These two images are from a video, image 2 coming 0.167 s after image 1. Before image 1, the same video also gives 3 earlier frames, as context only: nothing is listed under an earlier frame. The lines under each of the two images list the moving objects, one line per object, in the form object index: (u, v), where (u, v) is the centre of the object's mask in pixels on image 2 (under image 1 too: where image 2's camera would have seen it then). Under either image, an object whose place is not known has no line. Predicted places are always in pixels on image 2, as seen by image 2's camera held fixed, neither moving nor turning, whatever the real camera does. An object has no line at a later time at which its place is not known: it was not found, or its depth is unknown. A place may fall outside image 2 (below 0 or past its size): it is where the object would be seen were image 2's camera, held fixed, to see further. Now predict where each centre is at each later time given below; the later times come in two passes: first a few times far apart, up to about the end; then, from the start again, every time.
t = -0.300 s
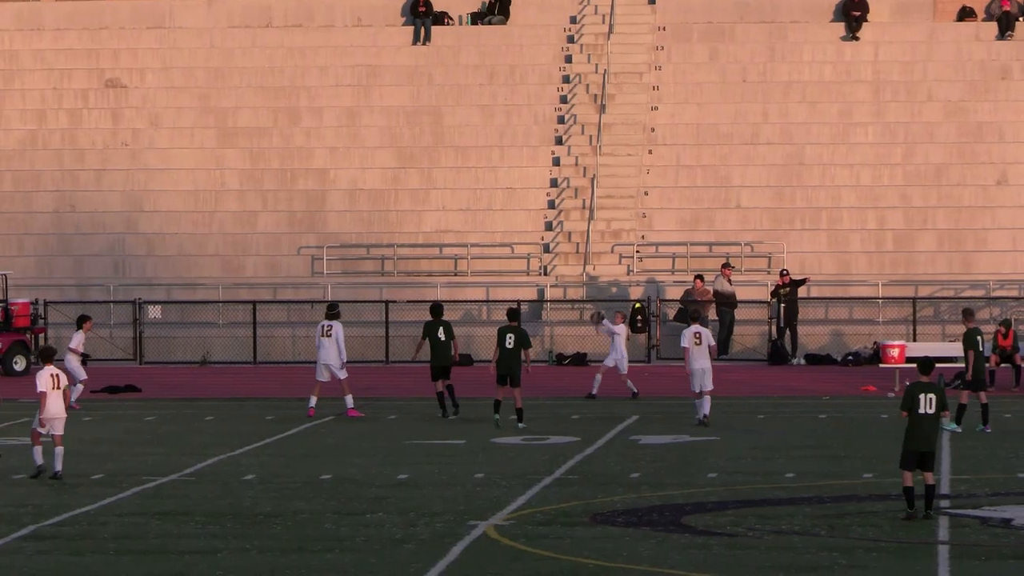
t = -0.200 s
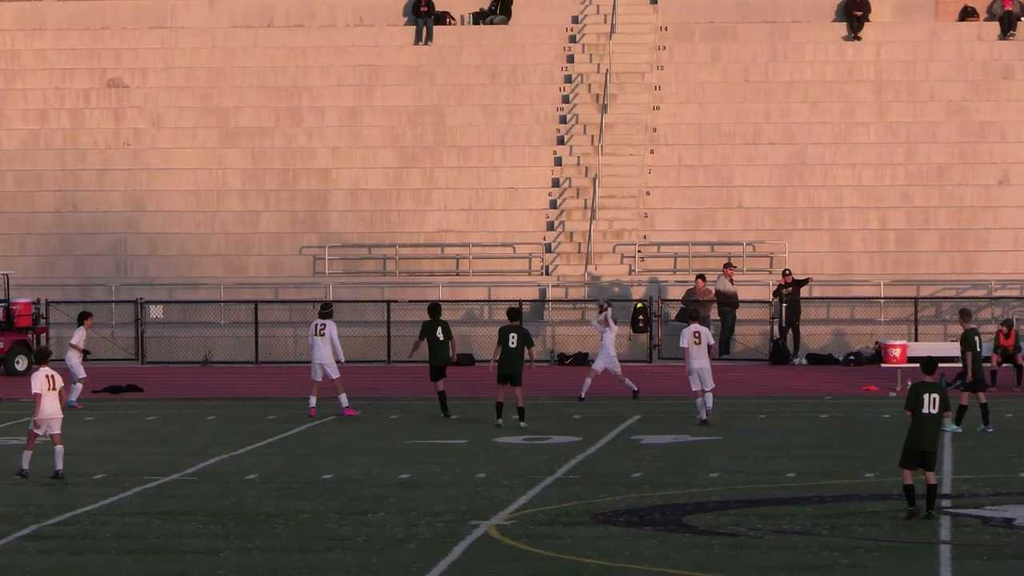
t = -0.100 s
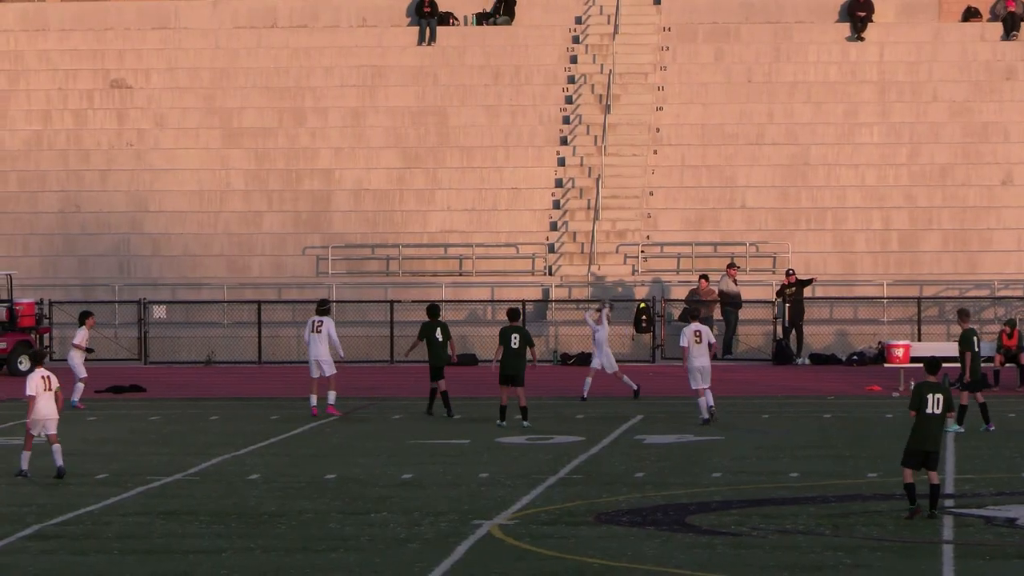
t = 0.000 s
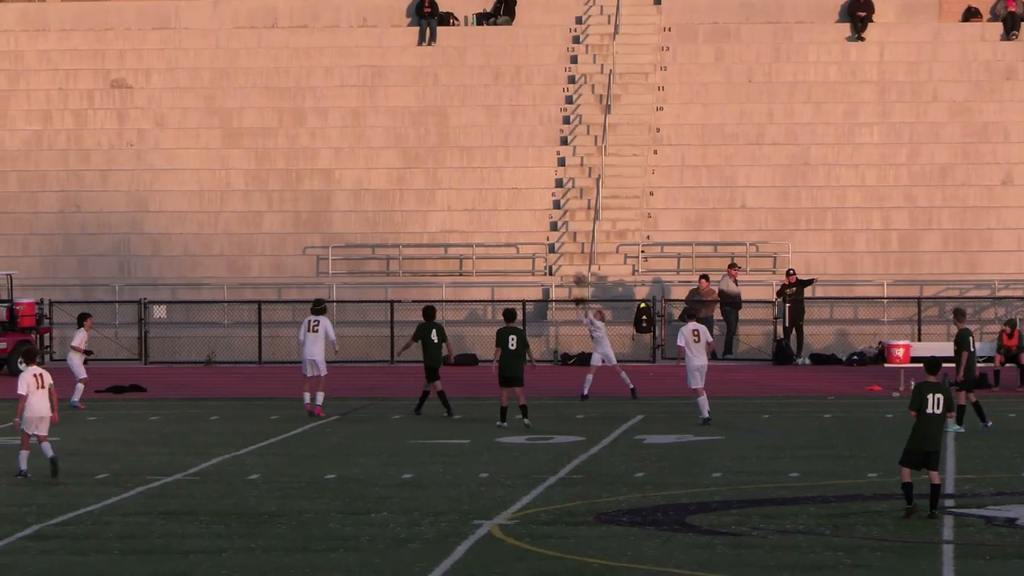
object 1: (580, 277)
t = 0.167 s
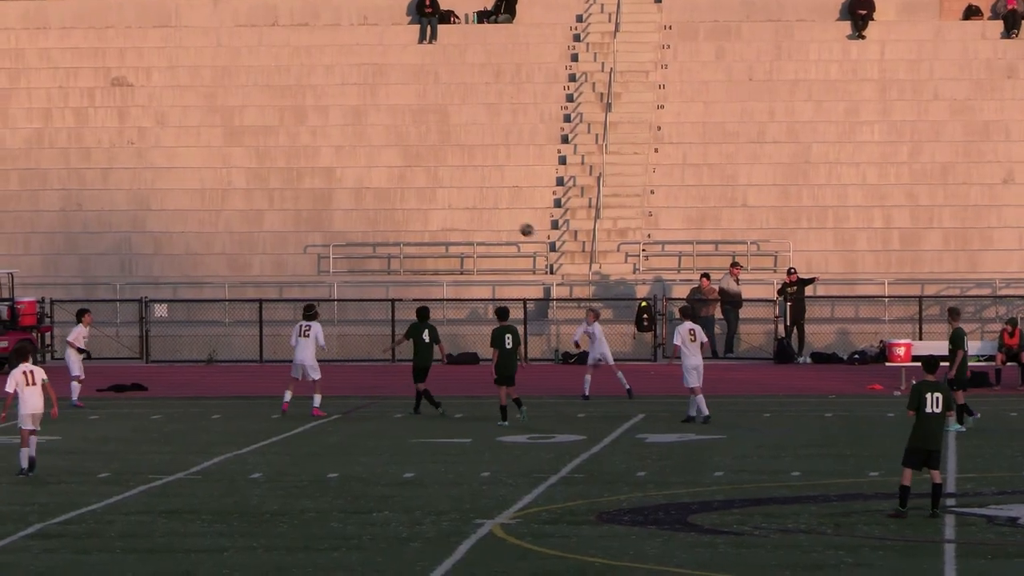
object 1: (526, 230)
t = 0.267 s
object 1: (494, 209)
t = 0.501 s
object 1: (422, 184)
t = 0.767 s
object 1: (341, 200)
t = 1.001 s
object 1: (272, 254)
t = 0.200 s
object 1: (516, 222)
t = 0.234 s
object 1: (505, 215)
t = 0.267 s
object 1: (494, 209)
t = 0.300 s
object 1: (484, 203)
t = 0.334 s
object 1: (473, 198)
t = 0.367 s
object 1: (463, 194)
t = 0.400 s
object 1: (453, 191)
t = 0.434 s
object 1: (442, 188)
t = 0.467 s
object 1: (432, 186)
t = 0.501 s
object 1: (422, 184)
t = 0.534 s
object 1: (412, 184)
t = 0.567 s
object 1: (402, 184)
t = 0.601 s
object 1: (391, 185)
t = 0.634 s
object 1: (381, 186)
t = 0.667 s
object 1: (371, 188)
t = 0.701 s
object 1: (361, 191)
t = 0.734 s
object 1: (351, 195)
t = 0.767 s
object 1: (341, 200)
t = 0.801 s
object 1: (331, 205)
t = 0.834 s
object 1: (321, 211)
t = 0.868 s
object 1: (311, 218)
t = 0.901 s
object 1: (302, 226)
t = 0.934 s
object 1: (292, 235)
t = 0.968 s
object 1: (282, 244)
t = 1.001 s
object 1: (272, 254)
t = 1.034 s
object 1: (262, 265)
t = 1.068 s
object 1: (252, 276)
